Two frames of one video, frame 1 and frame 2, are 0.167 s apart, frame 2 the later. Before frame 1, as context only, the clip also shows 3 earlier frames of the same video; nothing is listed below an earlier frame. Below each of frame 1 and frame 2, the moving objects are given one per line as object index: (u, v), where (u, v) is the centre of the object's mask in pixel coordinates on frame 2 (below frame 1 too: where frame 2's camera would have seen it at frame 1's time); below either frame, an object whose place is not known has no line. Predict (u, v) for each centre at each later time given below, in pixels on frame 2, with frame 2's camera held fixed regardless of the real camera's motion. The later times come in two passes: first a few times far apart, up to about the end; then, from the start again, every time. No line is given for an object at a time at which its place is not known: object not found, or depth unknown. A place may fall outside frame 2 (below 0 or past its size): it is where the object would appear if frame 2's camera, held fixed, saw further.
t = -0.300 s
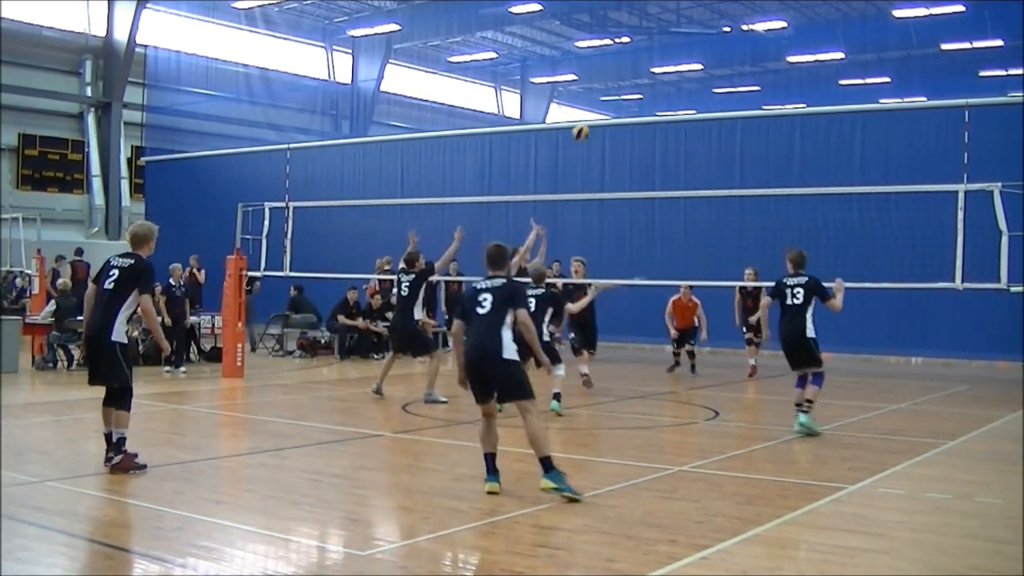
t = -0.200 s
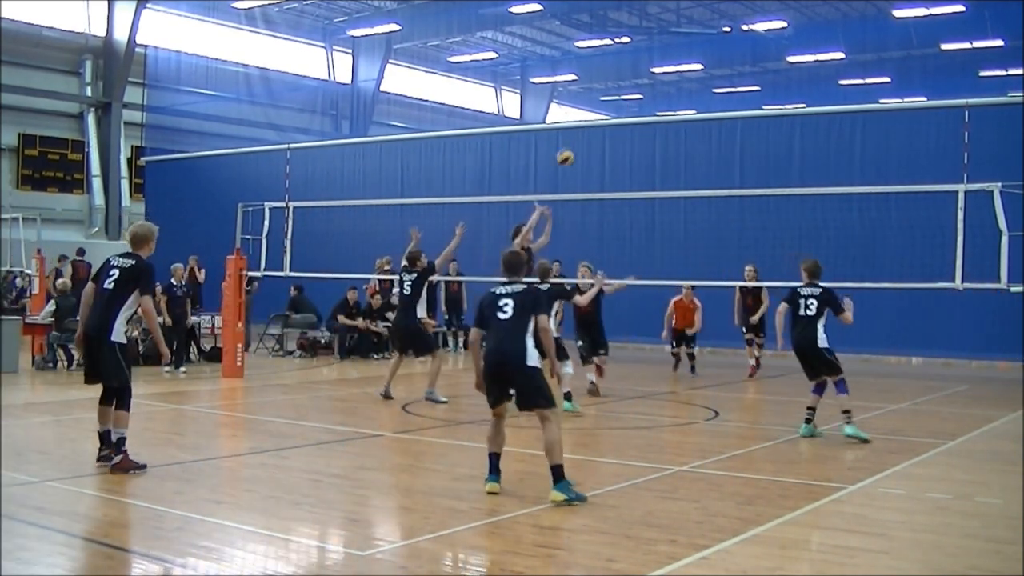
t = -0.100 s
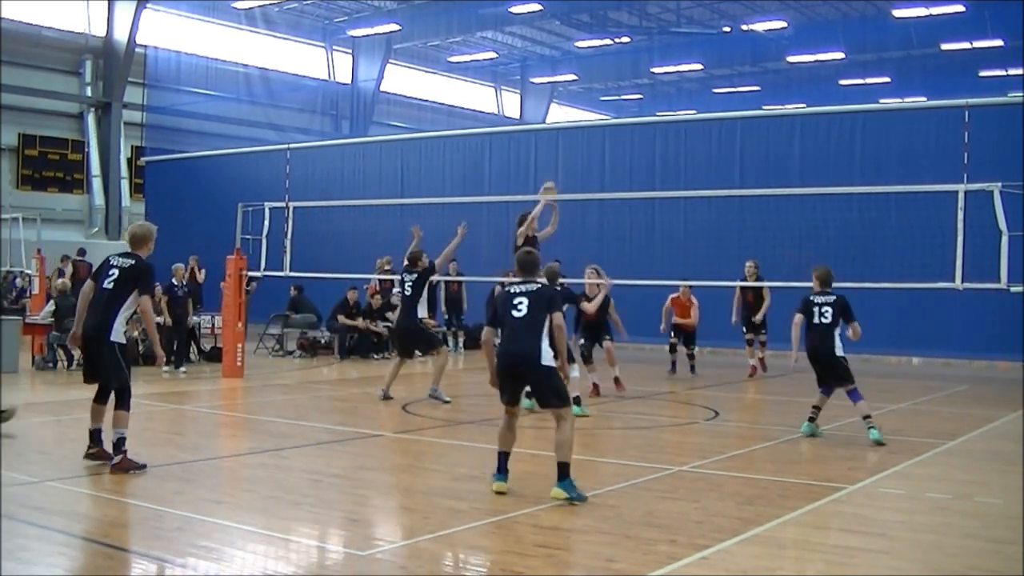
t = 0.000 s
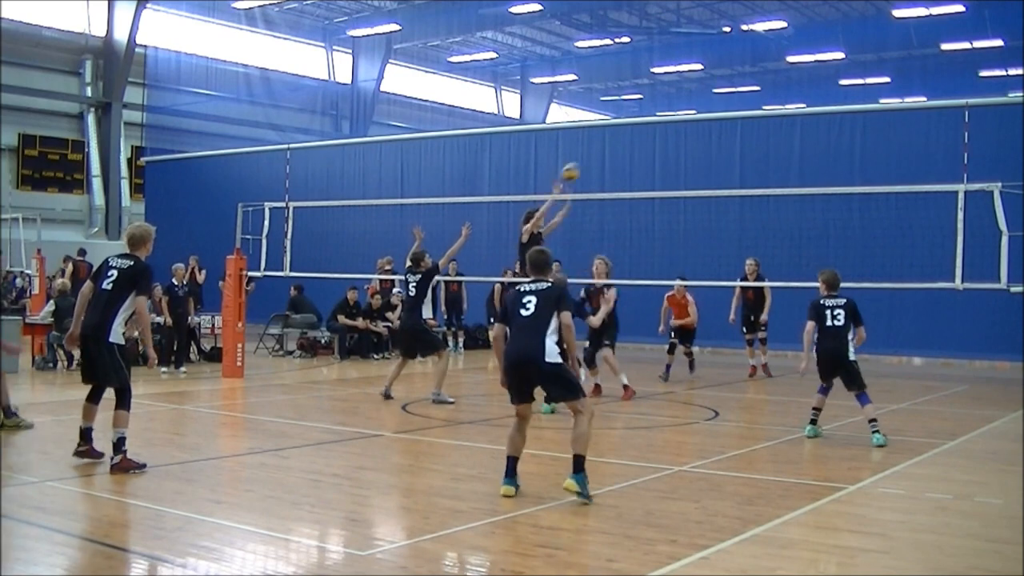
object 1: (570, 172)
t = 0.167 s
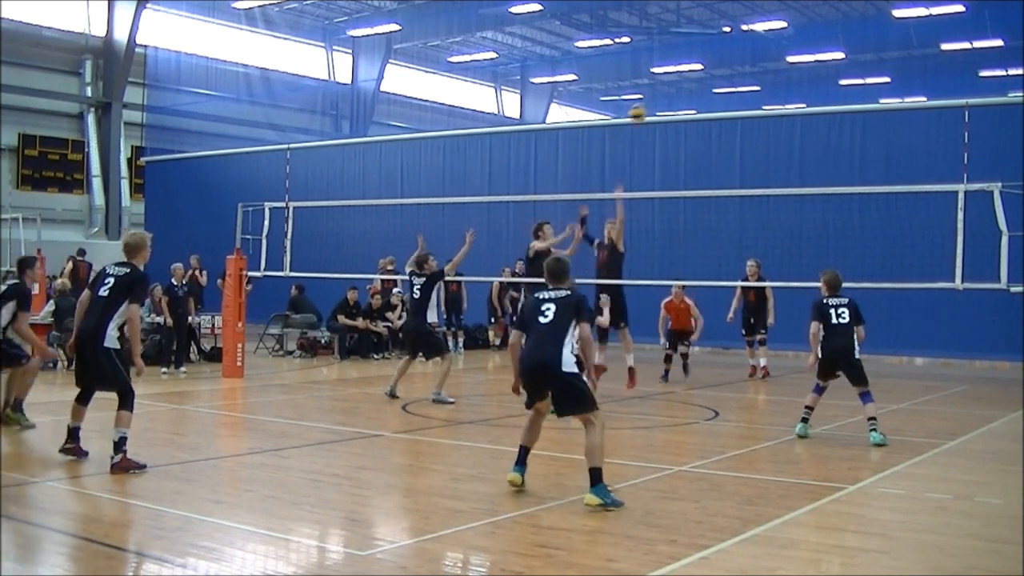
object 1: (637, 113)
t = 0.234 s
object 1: (664, 95)
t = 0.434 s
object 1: (745, 62)
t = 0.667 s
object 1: (843, 68)
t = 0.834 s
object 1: (914, 102)
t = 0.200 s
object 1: (650, 104)
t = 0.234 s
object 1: (664, 95)
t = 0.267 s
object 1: (677, 88)
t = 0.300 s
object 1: (691, 81)
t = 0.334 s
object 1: (705, 75)
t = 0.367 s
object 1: (718, 69)
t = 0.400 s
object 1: (732, 66)
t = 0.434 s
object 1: (745, 62)
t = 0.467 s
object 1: (759, 60)
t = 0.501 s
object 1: (772, 58)
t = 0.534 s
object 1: (785, 58)
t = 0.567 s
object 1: (800, 59)
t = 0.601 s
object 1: (814, 61)
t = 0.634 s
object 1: (830, 65)
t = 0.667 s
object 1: (843, 68)
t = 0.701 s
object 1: (857, 70)
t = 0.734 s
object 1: (871, 77)
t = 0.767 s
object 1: (886, 85)
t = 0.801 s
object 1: (900, 92)
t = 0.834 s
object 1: (914, 102)
